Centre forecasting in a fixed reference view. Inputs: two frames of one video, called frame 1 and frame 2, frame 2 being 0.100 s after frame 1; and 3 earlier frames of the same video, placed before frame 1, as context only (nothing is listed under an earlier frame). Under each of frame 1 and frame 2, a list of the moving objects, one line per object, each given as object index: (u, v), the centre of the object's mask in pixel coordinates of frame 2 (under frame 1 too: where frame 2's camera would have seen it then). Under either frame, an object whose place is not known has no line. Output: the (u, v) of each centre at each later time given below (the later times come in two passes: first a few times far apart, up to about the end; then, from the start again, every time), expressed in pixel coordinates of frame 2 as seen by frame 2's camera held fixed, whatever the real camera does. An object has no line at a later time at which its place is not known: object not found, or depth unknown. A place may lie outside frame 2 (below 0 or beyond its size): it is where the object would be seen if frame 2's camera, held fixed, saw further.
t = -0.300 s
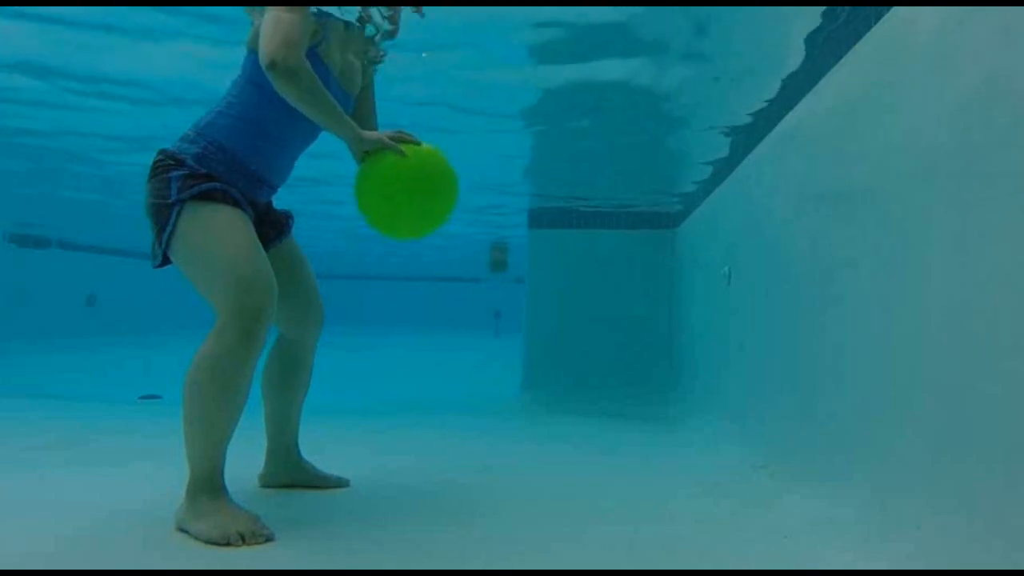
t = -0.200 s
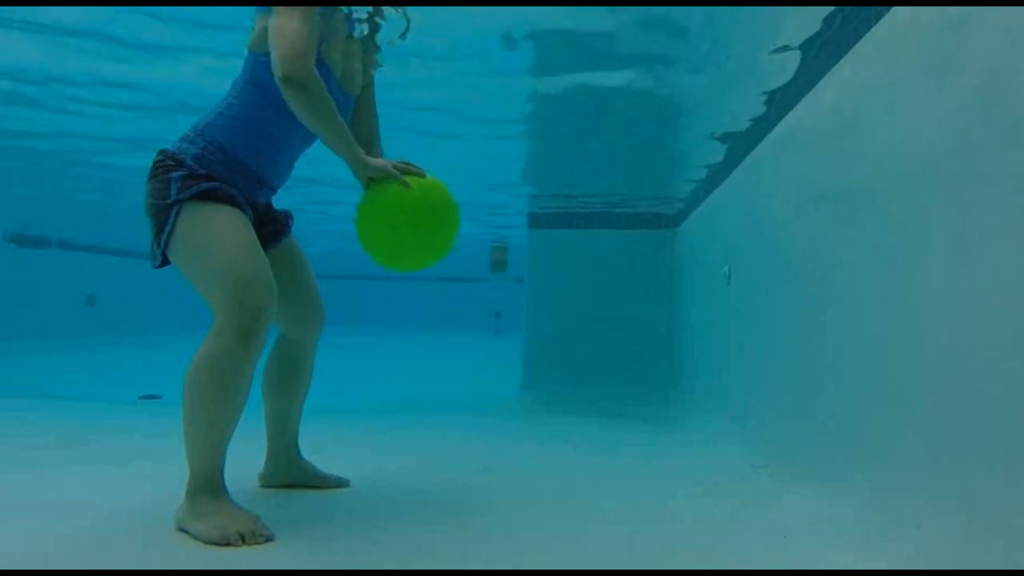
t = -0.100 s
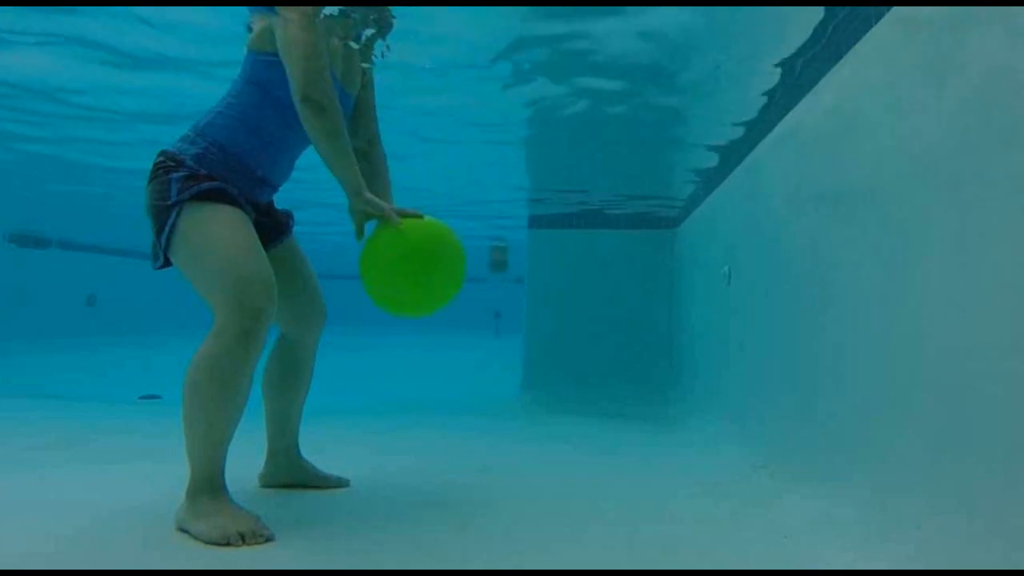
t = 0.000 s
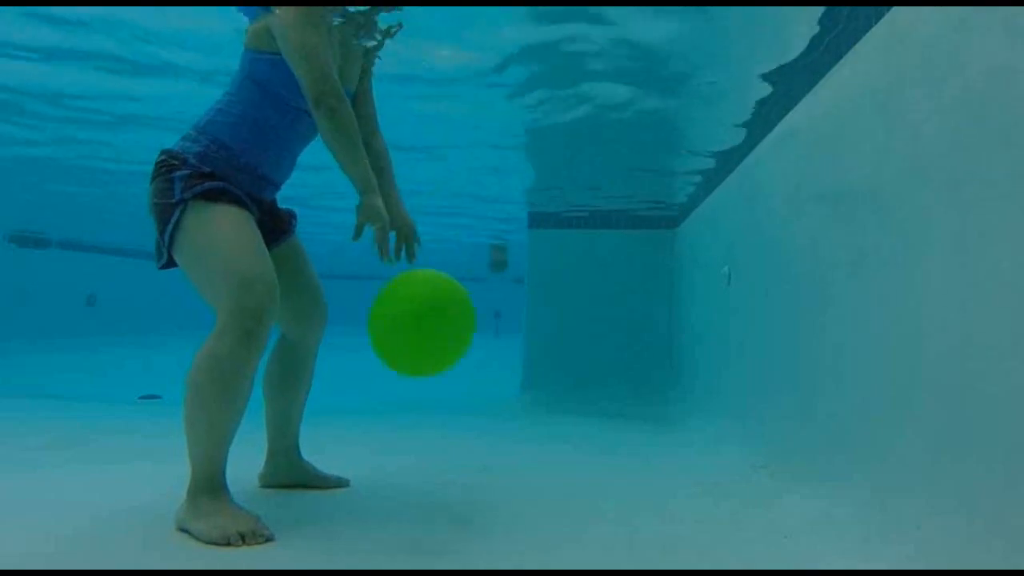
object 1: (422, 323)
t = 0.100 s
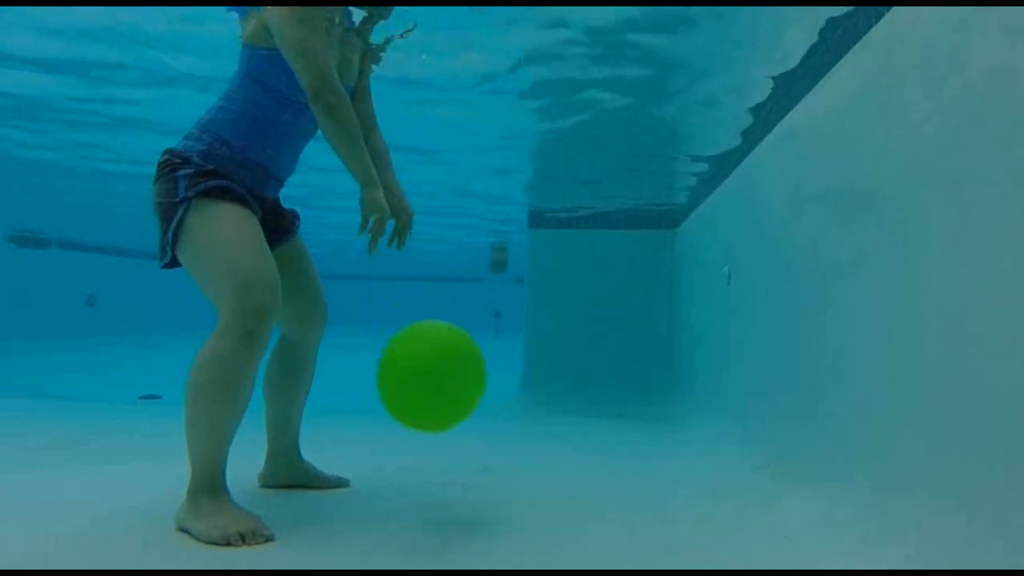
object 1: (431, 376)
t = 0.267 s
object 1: (452, 454)
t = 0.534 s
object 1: (488, 447)
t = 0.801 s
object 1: (509, 339)
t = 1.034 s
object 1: (522, 228)
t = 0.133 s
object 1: (435, 393)
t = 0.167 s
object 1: (438, 409)
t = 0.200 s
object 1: (443, 425)
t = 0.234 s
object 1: (447, 440)
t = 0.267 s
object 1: (452, 454)
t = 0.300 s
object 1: (457, 467)
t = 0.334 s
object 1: (462, 479)
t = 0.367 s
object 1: (466, 488)
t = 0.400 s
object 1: (471, 487)
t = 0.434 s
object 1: (476, 480)
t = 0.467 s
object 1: (480, 469)
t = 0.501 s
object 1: (484, 458)
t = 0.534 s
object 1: (488, 447)
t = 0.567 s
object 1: (491, 434)
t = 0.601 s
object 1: (494, 422)
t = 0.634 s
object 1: (497, 409)
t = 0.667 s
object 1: (500, 395)
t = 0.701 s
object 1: (503, 382)
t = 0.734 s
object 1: (505, 368)
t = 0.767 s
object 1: (507, 354)
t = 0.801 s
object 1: (509, 339)
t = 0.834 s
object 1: (510, 324)
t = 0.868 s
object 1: (512, 309)
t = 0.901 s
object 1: (514, 293)
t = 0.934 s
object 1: (516, 277)
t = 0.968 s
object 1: (518, 261)
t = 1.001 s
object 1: (520, 245)
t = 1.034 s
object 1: (522, 228)
